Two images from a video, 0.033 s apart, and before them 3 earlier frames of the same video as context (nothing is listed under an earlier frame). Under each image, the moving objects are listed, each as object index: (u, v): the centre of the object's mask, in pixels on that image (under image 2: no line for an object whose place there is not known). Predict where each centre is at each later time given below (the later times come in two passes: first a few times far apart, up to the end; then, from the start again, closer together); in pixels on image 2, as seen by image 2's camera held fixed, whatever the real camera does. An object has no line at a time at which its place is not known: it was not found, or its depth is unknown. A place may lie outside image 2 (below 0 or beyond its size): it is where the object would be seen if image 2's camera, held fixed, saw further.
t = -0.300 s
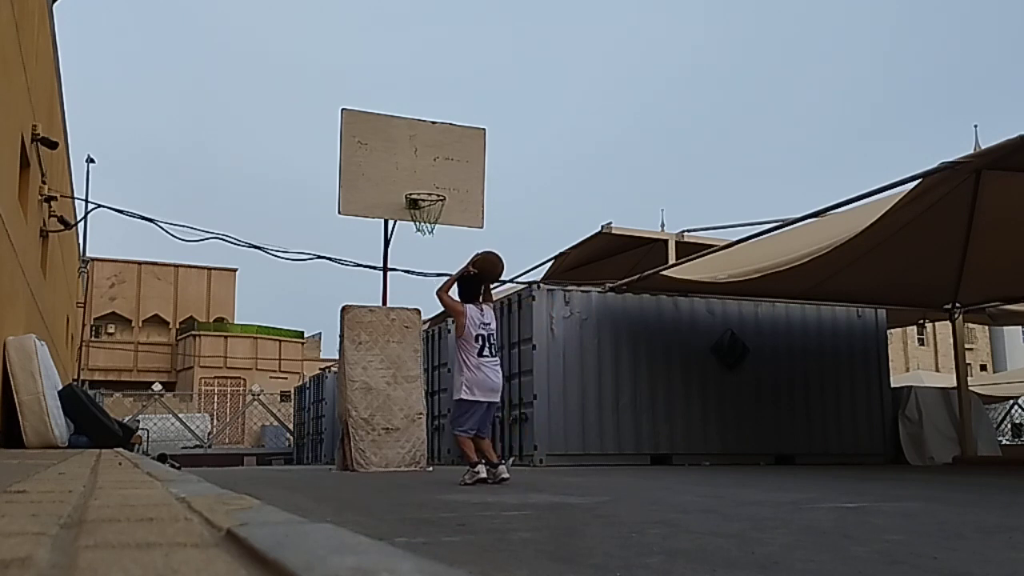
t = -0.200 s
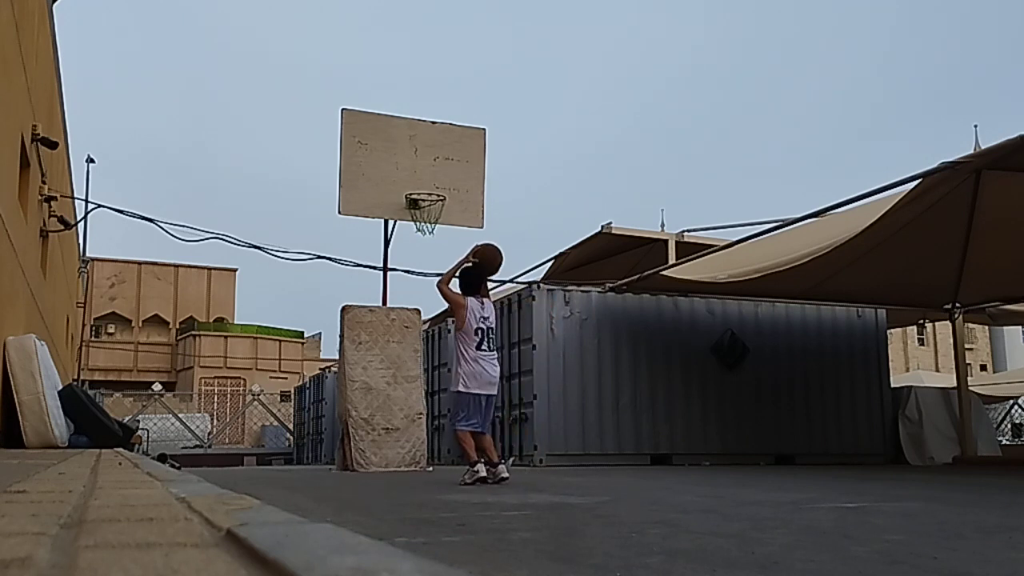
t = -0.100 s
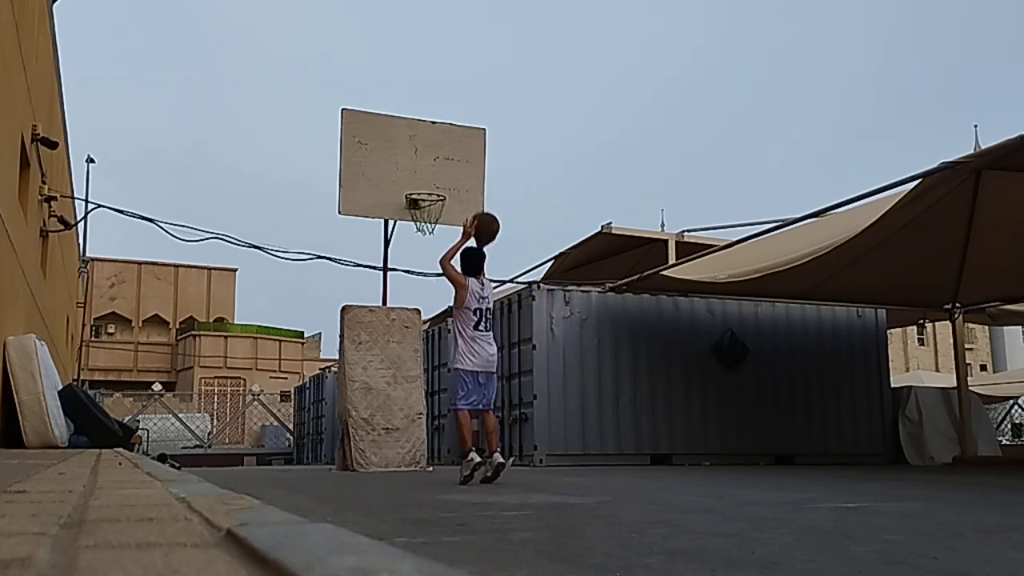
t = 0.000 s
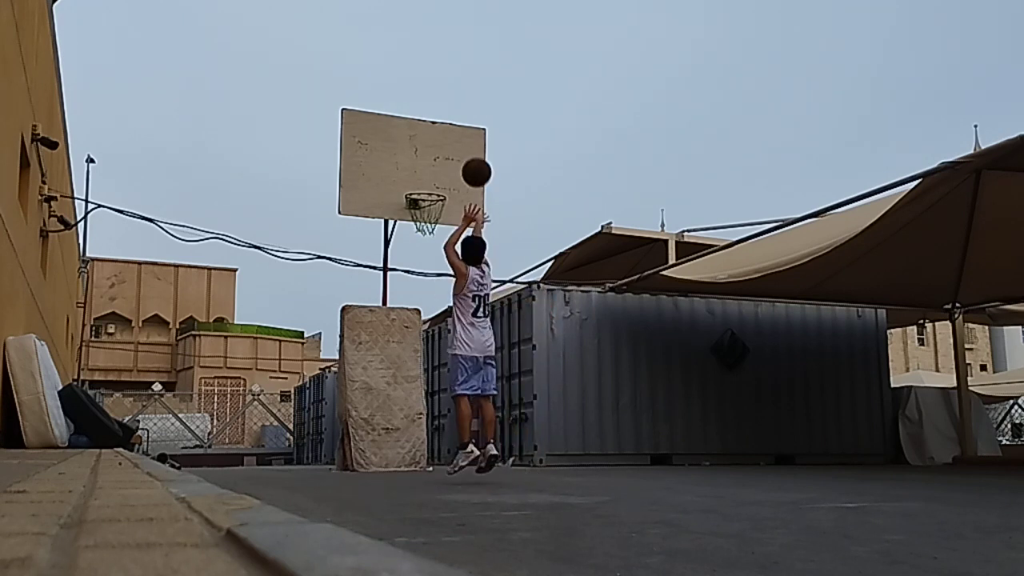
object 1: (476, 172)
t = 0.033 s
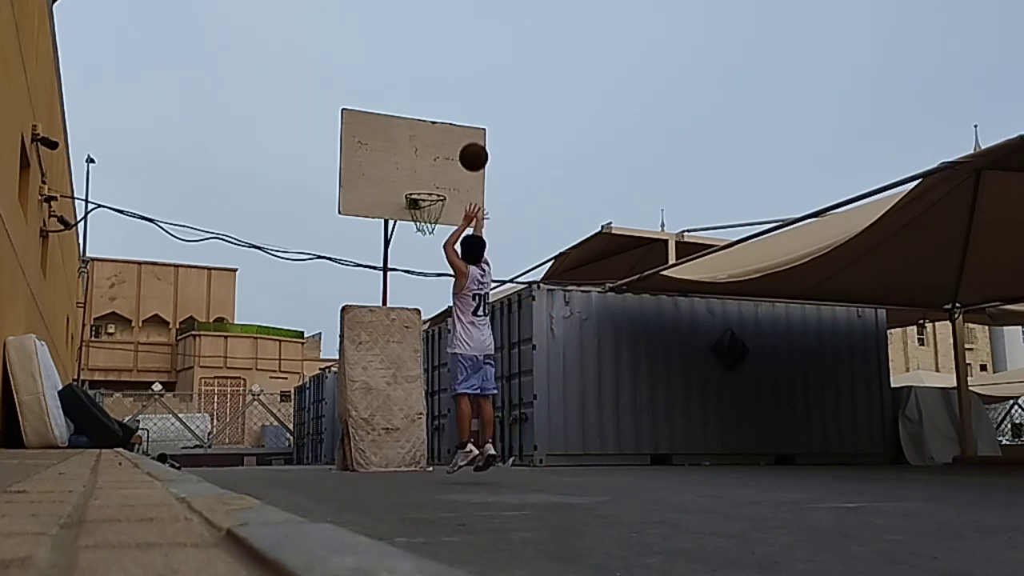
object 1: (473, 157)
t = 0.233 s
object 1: (456, 98)
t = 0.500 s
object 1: (438, 92)
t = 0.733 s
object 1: (424, 137)
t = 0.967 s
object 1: (417, 175)
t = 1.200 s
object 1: (419, 178)
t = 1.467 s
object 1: (435, 206)
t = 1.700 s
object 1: (431, 256)
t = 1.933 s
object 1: (426, 349)
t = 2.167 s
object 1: (418, 439)
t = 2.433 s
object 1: (397, 336)
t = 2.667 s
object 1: (378, 298)
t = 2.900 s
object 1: (359, 306)
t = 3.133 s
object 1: (341, 361)
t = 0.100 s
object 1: (467, 132)
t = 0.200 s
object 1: (459, 105)
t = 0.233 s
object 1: (456, 98)
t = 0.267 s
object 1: (454, 93)
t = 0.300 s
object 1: (452, 90)
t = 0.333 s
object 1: (449, 88)
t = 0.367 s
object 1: (447, 86)
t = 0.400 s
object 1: (445, 86)
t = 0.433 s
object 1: (443, 87)
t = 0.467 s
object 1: (440, 89)
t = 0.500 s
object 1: (438, 92)
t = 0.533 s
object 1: (436, 96)
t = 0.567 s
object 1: (434, 100)
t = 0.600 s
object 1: (432, 106)
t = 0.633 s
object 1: (430, 113)
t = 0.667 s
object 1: (428, 120)
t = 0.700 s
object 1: (426, 129)
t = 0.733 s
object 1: (424, 137)
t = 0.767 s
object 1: (422, 147)
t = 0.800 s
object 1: (421, 158)
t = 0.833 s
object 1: (419, 169)
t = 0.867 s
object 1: (417, 181)
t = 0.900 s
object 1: (417, 182)
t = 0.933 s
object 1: (417, 178)
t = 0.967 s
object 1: (417, 175)
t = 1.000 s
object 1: (418, 173)
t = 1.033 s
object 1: (418, 172)
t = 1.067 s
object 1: (418, 172)
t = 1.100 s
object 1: (418, 172)
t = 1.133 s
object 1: (419, 174)
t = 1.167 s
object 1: (419, 177)
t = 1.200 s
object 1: (419, 178)
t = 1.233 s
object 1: (422, 178)
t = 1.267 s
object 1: (424, 179)
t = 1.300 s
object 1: (426, 181)
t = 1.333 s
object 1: (428, 184)
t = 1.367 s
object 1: (430, 189)
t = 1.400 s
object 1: (432, 194)
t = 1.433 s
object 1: (435, 200)
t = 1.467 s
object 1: (435, 206)
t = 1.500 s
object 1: (435, 213)
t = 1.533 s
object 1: (435, 219)
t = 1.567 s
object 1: (434, 224)
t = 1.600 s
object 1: (433, 231)
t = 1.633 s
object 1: (433, 238)
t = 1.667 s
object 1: (432, 246)
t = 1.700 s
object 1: (431, 256)
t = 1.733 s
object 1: (431, 266)
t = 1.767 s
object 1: (430, 277)
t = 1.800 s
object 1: (429, 290)
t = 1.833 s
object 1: (429, 303)
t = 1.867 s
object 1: (428, 317)
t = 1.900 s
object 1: (427, 332)
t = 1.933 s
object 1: (426, 349)
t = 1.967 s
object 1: (425, 367)
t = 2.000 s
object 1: (424, 386)
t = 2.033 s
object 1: (424, 406)
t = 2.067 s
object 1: (423, 427)
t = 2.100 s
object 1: (422, 449)
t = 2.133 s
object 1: (421, 458)
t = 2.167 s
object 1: (418, 439)
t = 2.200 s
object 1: (416, 423)
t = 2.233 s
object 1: (413, 407)
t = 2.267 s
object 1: (410, 393)
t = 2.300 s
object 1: (408, 379)
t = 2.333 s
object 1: (405, 367)
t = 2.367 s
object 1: (402, 355)
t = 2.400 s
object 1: (399, 345)
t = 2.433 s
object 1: (397, 336)
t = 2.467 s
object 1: (394, 327)
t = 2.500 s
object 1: (391, 320)
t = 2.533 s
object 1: (389, 314)
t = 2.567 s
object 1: (386, 308)
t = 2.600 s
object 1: (383, 304)
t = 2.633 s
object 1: (381, 300)
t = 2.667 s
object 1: (378, 298)
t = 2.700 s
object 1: (376, 296)
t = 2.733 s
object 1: (373, 295)
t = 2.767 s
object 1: (370, 295)
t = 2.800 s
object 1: (367, 297)
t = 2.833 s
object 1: (365, 299)
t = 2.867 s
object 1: (362, 302)
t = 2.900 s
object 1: (359, 306)
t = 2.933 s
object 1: (357, 311)
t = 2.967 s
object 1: (354, 317)
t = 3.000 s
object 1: (351, 324)
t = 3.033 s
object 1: (348, 332)
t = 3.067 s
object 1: (346, 341)
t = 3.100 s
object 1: (343, 351)
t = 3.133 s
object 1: (341, 361)
